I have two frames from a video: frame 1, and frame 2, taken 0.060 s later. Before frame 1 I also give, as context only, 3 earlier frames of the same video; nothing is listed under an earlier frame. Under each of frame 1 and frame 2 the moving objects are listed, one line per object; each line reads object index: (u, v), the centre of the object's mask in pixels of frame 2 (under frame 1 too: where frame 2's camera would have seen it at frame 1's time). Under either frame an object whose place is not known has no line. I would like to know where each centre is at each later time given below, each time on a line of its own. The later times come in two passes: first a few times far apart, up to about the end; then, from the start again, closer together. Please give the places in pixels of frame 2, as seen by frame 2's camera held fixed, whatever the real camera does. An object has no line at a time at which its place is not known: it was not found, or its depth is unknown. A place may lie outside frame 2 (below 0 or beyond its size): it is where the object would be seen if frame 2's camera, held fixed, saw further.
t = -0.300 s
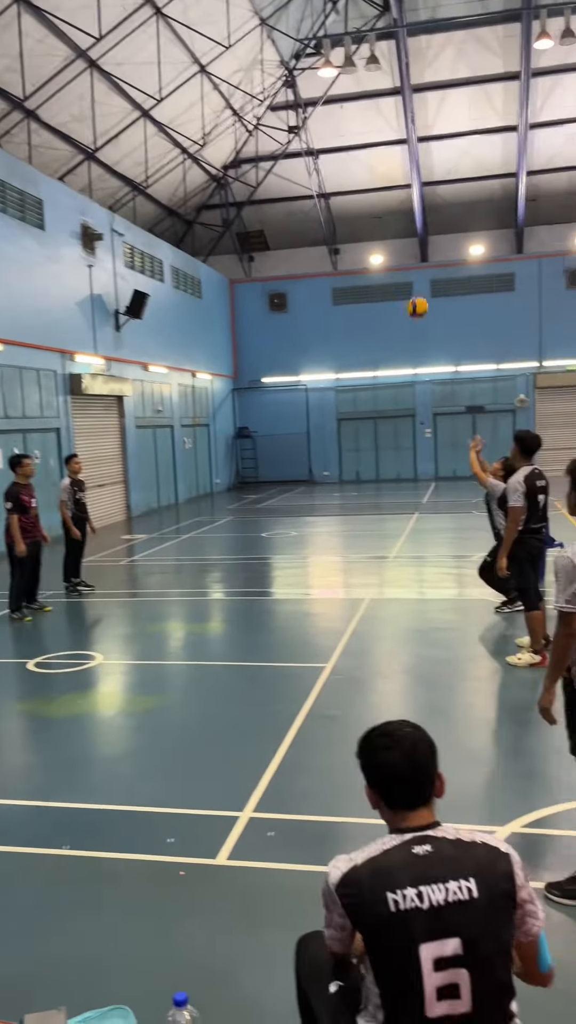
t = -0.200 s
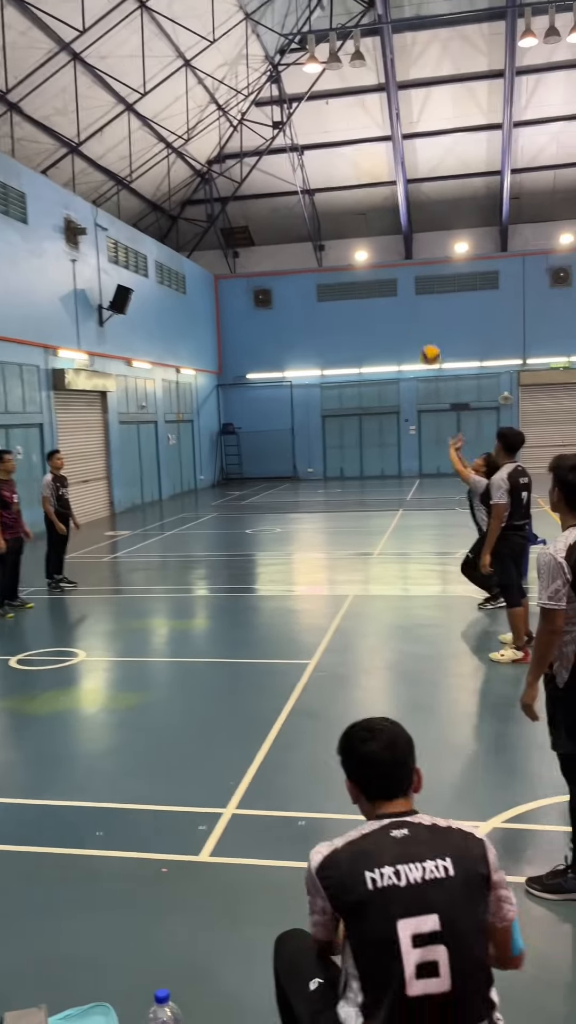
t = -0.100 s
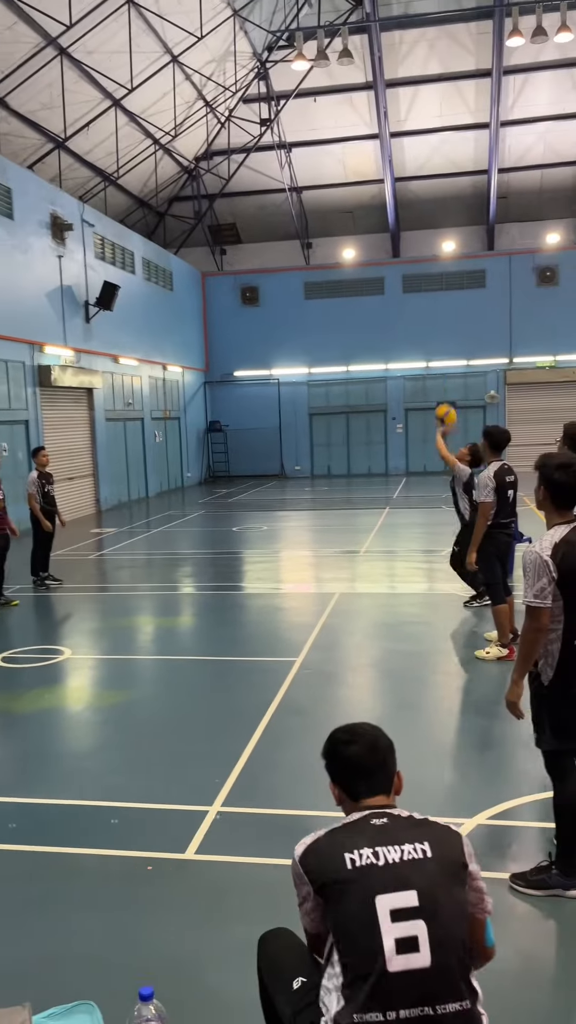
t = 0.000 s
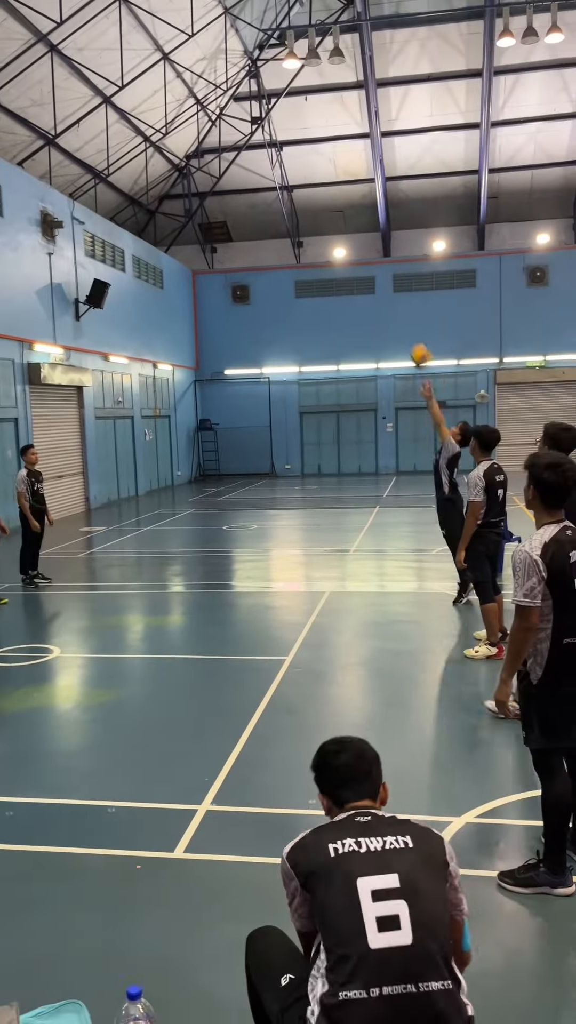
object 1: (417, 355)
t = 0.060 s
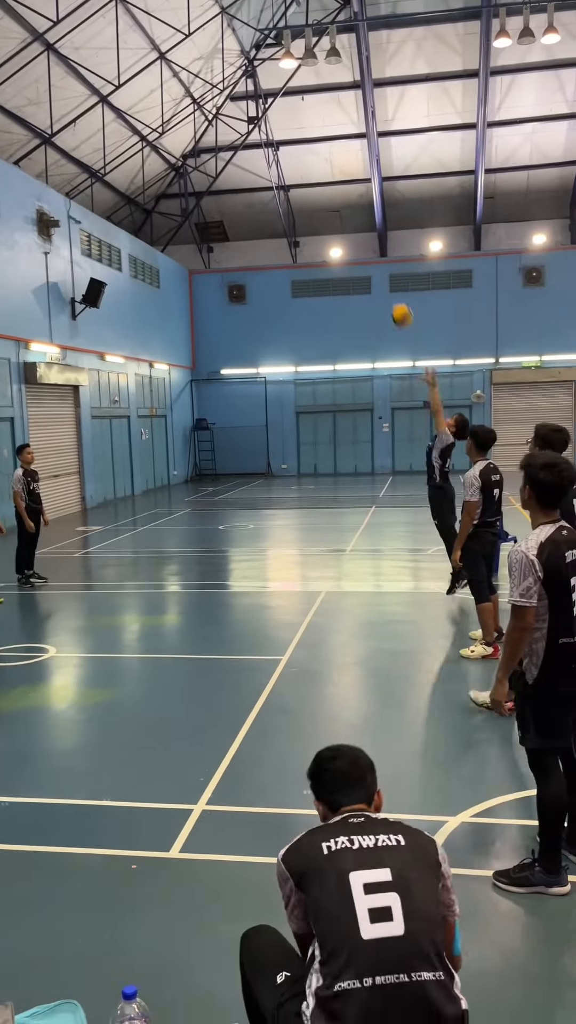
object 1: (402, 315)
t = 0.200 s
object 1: (355, 208)
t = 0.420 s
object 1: (287, 96)
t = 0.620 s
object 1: (229, 38)
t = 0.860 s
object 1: (166, 25)
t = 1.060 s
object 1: (115, 61)
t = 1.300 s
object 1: (61, 161)
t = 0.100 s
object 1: (387, 277)
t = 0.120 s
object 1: (381, 264)
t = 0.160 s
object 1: (371, 240)
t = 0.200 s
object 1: (355, 208)
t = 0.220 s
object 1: (349, 197)
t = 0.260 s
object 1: (339, 178)
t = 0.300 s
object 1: (322, 149)
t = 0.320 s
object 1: (317, 141)
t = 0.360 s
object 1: (307, 125)
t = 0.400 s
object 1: (292, 101)
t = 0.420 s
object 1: (287, 96)
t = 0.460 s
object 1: (277, 84)
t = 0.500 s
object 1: (262, 66)
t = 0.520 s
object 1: (258, 61)
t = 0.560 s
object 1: (248, 54)
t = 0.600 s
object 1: (234, 41)
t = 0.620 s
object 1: (229, 38)
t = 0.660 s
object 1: (219, 32)
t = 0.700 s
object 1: (206, 26)
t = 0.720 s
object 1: (201, 25)
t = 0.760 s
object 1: (192, 23)
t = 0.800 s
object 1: (179, 23)
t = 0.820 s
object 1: (175, 23)
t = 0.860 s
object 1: (166, 25)
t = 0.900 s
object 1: (153, 29)
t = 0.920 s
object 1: (149, 32)
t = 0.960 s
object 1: (140, 38)
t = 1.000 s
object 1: (128, 49)
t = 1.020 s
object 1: (124, 52)
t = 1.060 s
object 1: (115, 61)
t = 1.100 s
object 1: (104, 77)
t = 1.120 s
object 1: (101, 82)
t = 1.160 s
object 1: (93, 95)
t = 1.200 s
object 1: (81, 114)
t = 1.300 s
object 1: (61, 161)
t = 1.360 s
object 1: (51, 188)
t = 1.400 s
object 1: (42, 217)
